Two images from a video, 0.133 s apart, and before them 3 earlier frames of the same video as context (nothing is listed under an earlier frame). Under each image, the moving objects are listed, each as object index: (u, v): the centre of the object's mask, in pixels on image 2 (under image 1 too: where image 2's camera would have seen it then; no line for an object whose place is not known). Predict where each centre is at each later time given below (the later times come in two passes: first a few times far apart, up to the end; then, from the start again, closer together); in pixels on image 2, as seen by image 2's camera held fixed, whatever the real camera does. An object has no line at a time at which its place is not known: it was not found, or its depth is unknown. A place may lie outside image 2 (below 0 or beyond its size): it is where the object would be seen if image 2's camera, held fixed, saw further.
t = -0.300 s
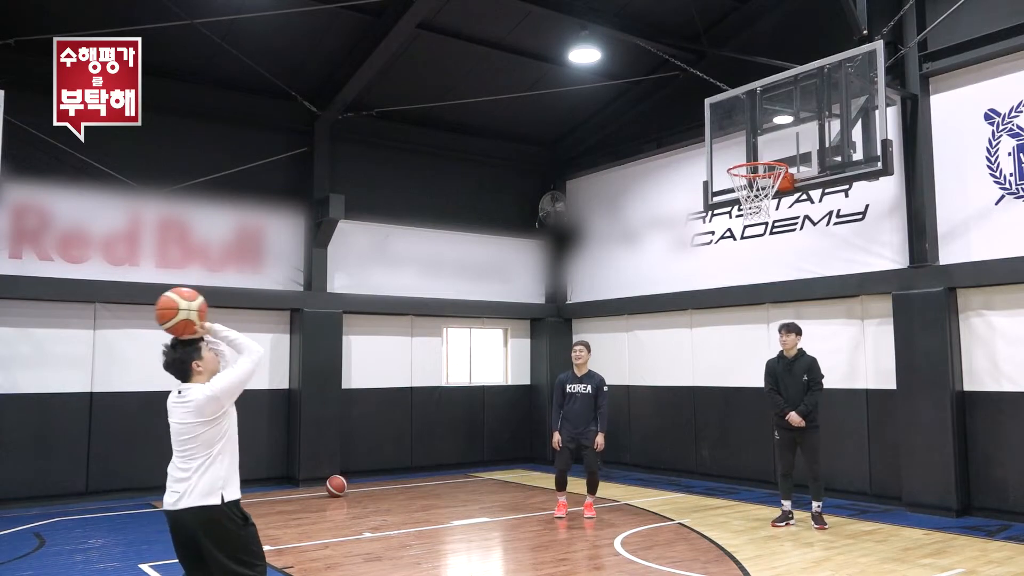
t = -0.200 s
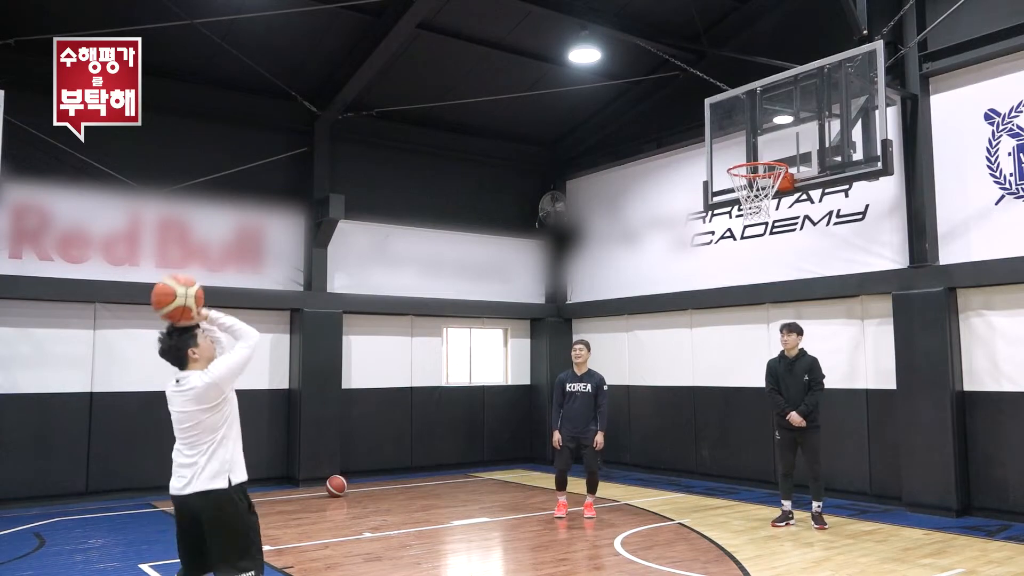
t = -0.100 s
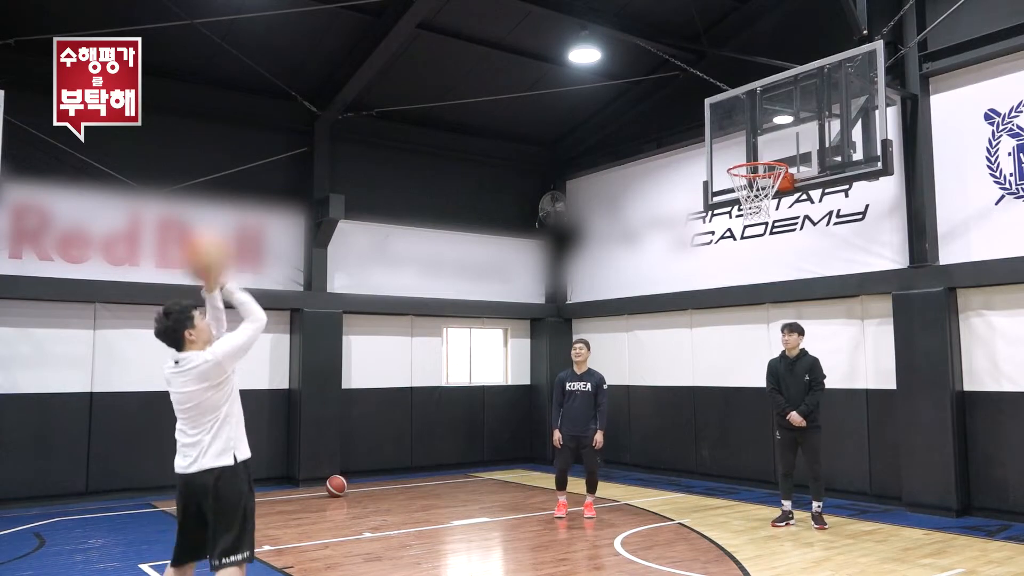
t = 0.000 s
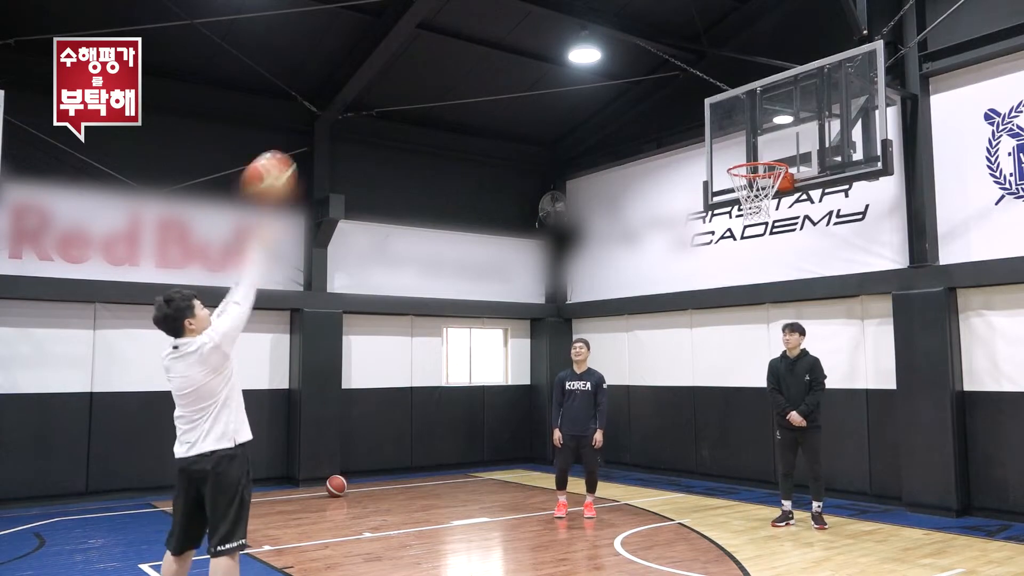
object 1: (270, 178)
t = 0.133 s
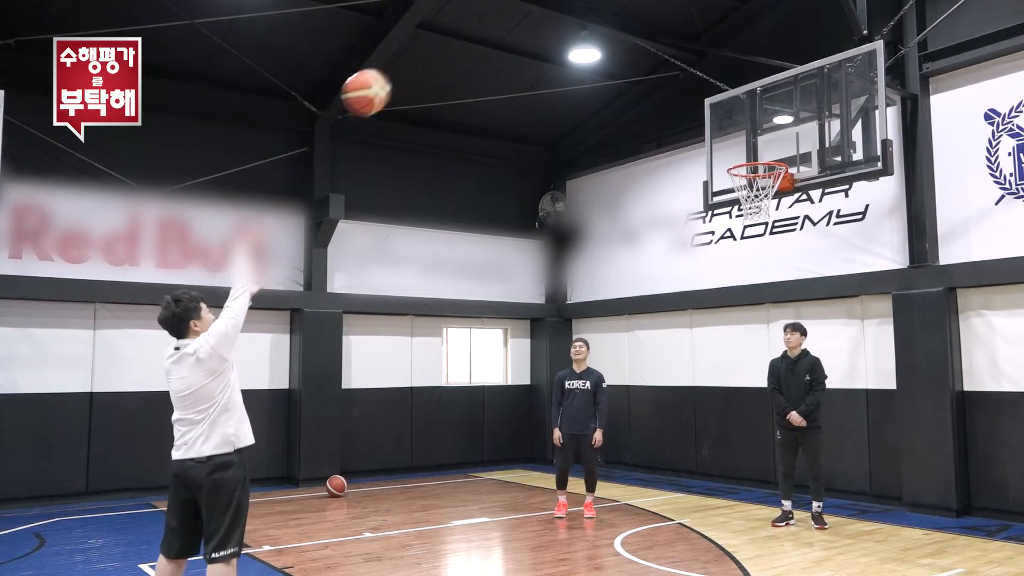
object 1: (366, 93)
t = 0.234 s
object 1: (430, 54)
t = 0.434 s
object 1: (539, 29)
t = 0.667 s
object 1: (642, 66)
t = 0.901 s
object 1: (728, 160)
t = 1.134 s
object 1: (647, 238)
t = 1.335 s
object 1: (563, 388)
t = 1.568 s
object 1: (449, 528)
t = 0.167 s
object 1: (388, 77)
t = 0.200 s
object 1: (410, 64)
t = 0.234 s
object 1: (430, 54)
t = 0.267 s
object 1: (449, 45)
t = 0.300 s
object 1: (469, 39)
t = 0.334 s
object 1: (487, 34)
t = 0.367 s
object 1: (505, 30)
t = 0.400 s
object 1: (522, 29)
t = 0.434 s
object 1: (539, 29)
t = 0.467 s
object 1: (554, 30)
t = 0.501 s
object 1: (569, 32)
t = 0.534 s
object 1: (585, 35)
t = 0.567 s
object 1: (601, 41)
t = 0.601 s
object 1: (615, 49)
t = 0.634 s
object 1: (629, 57)
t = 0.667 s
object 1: (642, 66)
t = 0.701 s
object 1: (656, 76)
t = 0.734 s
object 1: (669, 88)
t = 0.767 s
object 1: (681, 100)
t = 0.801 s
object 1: (693, 114)
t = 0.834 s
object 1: (705, 128)
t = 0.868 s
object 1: (717, 143)
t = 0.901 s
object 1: (728, 160)
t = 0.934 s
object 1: (720, 168)
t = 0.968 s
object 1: (710, 176)
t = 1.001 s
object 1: (699, 185)
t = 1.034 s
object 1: (687, 196)
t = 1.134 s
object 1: (647, 238)
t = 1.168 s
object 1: (634, 260)
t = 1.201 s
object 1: (621, 282)
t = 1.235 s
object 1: (606, 306)
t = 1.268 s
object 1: (595, 326)
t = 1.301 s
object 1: (578, 357)
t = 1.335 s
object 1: (563, 388)
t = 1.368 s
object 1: (548, 423)
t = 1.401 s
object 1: (533, 456)
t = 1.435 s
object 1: (513, 498)
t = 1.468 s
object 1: (498, 540)
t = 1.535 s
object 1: (463, 557)
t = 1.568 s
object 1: (449, 528)
